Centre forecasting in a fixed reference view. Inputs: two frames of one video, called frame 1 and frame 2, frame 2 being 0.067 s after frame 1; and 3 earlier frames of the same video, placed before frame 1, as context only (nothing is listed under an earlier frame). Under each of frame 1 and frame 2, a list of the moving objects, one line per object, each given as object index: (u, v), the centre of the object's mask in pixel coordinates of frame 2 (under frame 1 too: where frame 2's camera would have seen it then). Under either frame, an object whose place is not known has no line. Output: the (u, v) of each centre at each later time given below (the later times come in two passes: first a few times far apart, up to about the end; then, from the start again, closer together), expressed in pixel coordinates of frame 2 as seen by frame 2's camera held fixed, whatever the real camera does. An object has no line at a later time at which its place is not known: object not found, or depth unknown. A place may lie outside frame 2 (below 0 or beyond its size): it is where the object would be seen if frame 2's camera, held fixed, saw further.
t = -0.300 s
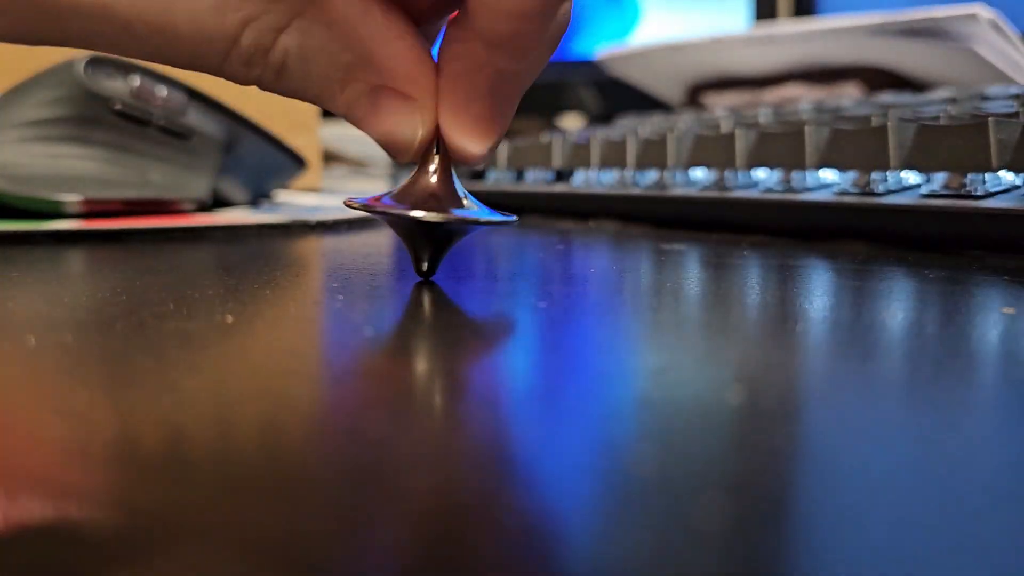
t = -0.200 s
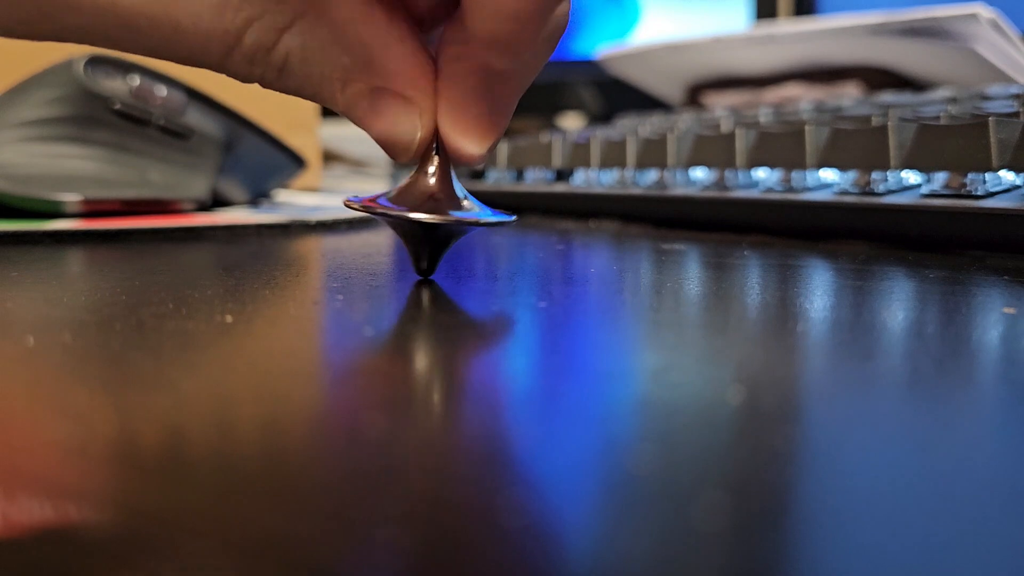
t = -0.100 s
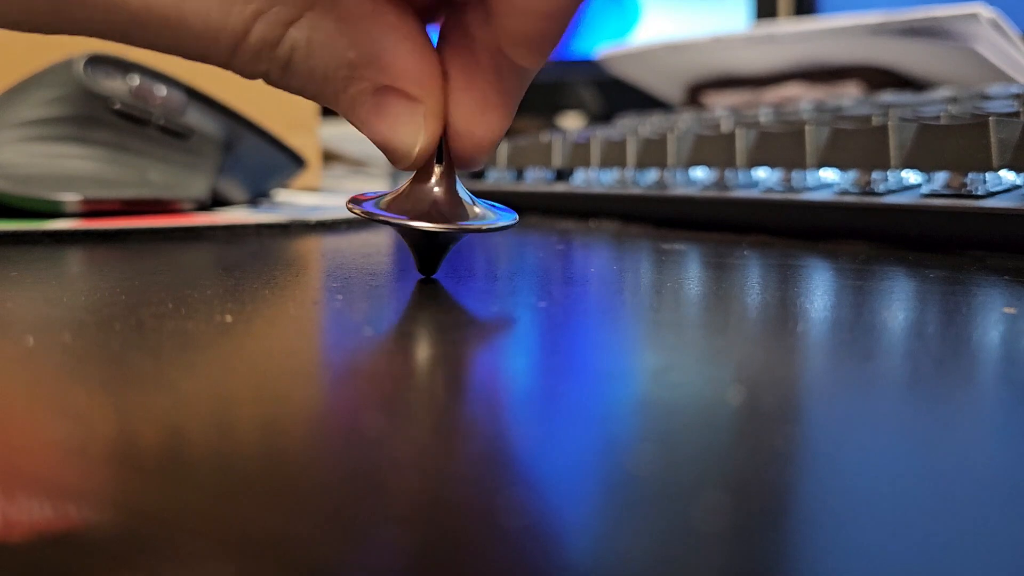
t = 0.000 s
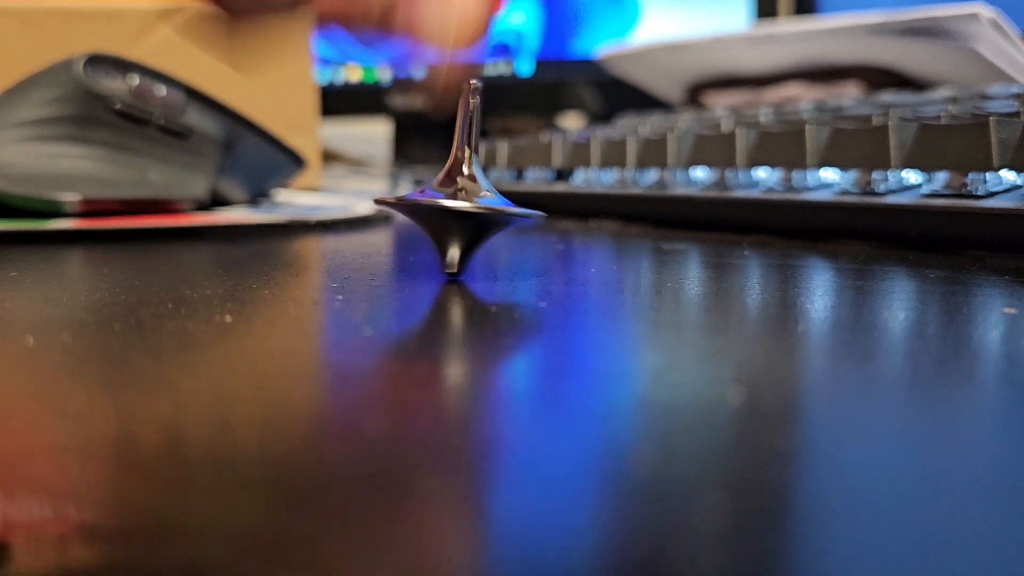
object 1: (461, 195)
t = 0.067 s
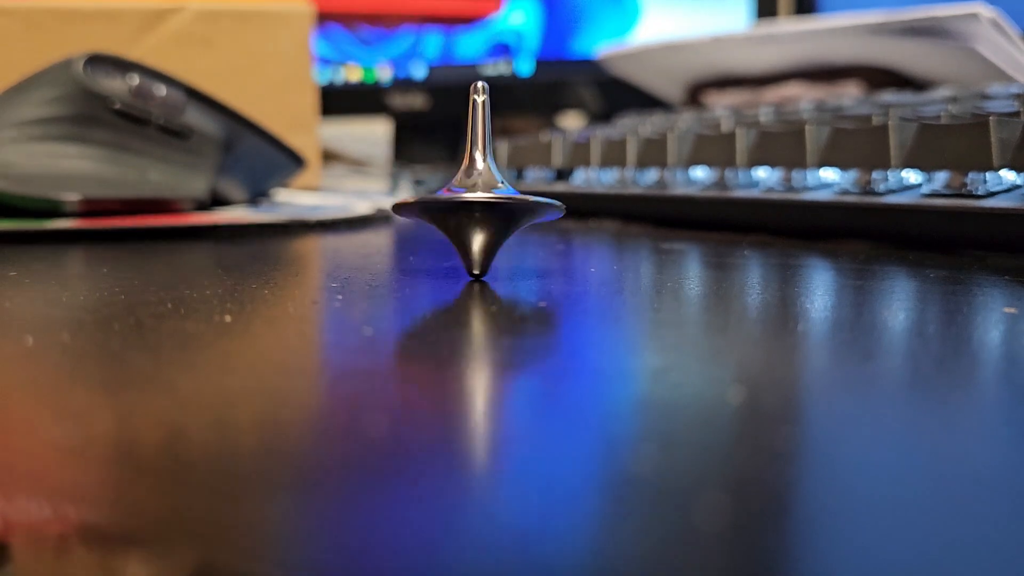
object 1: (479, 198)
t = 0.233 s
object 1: (502, 196)
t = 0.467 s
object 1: (477, 195)
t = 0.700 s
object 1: (473, 196)
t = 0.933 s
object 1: (496, 195)
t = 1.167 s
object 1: (468, 194)
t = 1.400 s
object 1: (475, 196)
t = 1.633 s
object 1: (486, 194)
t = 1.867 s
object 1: (461, 194)
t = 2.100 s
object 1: (474, 195)
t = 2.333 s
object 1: (481, 194)
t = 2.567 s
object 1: (463, 194)
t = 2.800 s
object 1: (477, 194)
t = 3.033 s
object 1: (471, 194)
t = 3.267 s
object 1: (455, 194)
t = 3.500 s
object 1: (466, 194)
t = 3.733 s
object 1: (459, 193)
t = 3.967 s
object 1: (452, 194)
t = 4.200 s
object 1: (464, 193)
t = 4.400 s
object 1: (453, 193)
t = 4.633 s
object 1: (447, 194)
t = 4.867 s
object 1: (457, 193)
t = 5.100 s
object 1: (447, 193)
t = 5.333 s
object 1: (444, 194)
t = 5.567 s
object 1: (450, 193)
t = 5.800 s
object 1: (448, 192)
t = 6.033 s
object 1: (456, 194)
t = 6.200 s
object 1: (461, 193)
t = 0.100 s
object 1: (485, 197)
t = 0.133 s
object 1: (491, 197)
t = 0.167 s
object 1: (497, 196)
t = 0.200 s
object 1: (500, 196)
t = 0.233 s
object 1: (502, 196)
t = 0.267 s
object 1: (502, 195)
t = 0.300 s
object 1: (501, 195)
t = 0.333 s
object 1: (497, 195)
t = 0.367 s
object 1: (493, 195)
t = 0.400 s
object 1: (488, 195)
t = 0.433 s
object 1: (482, 195)
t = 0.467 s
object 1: (477, 195)
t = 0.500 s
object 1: (472, 195)
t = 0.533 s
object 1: (468, 195)
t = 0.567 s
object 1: (465, 195)
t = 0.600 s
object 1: (465, 195)
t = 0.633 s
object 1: (467, 196)
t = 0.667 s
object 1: (469, 197)
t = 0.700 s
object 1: (473, 196)
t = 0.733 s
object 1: (479, 197)
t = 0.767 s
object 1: (484, 197)
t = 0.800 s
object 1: (488, 196)
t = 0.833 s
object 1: (492, 195)
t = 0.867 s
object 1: (495, 195)
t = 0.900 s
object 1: (496, 195)
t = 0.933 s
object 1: (496, 195)
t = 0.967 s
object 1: (494, 195)
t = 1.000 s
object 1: (491, 195)
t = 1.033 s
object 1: (487, 195)
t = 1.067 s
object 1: (482, 194)
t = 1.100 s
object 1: (477, 194)
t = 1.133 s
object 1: (472, 194)
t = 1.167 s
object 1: (468, 194)
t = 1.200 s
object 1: (465, 194)
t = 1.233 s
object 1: (464, 194)
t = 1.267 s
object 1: (464, 195)
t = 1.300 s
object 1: (465, 195)
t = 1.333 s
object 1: (467, 196)
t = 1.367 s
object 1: (470, 196)
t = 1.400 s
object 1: (475, 196)
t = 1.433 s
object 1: (479, 196)
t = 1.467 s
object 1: (483, 195)
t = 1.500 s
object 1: (486, 195)
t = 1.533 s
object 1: (487, 195)
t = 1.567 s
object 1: (488, 194)
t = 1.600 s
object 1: (488, 194)
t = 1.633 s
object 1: (486, 194)
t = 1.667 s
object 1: (483, 194)
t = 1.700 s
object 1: (479, 194)
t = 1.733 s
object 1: (475, 194)
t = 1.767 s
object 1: (472, 194)
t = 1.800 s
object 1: (468, 193)
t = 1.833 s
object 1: (464, 194)
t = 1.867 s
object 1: (461, 194)
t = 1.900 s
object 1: (461, 194)
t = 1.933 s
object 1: (460, 195)
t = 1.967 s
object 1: (461, 195)
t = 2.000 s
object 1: (463, 195)
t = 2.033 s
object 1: (467, 195)
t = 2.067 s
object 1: (470, 195)
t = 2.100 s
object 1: (474, 195)
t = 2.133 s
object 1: (477, 195)
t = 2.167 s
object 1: (480, 195)
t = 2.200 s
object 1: (482, 194)
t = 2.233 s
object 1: (484, 194)
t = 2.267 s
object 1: (484, 194)
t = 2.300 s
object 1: (483, 194)
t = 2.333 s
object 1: (481, 194)
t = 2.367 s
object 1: (478, 194)
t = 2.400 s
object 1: (475, 194)
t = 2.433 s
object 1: (473, 194)
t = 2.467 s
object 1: (469, 193)
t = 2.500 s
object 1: (466, 194)
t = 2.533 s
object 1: (464, 194)
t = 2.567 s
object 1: (463, 194)
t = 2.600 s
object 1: (463, 194)
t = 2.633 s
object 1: (463, 195)
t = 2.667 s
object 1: (466, 195)
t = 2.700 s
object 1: (468, 195)
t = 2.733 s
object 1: (471, 195)
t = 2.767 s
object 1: (473, 195)
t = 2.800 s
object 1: (477, 194)
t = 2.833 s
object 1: (477, 195)
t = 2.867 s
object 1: (476, 194)
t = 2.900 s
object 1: (477, 194)
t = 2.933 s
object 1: (477, 194)
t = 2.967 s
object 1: (476, 194)
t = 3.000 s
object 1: (474, 194)
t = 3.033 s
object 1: (471, 194)
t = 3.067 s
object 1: (467, 194)
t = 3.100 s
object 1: (464, 194)
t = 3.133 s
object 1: (461, 194)
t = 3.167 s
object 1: (459, 194)
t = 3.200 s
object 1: (456, 194)
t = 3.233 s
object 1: (456, 194)
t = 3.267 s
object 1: (455, 194)
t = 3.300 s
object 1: (456, 194)
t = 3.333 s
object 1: (457, 194)
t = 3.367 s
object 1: (459, 194)
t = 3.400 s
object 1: (461, 195)
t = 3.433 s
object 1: (463, 195)
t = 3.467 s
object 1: (465, 194)
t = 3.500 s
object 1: (466, 194)
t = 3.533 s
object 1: (467, 194)
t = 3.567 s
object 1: (468, 194)
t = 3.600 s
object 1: (467, 194)
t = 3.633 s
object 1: (466, 193)
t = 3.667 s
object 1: (465, 193)
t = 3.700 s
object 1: (462, 193)
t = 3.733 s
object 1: (459, 193)
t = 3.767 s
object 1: (456, 193)
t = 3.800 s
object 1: (455, 193)
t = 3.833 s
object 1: (453, 193)
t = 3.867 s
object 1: (451, 194)
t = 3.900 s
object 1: (451, 193)
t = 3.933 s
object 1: (451, 194)
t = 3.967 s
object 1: (452, 194)
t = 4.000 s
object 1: (454, 194)
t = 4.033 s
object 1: (456, 194)
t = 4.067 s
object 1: (459, 194)
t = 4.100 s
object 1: (461, 194)
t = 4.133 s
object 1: (462, 194)
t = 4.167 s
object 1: (463, 193)
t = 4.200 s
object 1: (464, 193)
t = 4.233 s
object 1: (463, 193)
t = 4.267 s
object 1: (461, 193)
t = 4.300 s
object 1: (460, 193)
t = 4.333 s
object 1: (458, 193)
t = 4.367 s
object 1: (456, 193)
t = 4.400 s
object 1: (453, 193)
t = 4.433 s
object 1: (450, 193)
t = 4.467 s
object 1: (449, 193)
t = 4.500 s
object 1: (447, 193)
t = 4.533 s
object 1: (446, 193)
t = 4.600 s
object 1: (447, 194)
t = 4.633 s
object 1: (447, 194)
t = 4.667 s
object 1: (448, 194)
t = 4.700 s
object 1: (451, 194)
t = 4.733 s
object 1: (453, 194)
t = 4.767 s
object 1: (454, 194)
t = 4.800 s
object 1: (456, 194)
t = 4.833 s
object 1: (456, 194)
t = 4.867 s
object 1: (457, 193)
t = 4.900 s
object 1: (458, 193)
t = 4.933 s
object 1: (457, 193)
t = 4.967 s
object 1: (455, 193)
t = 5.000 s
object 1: (454, 193)
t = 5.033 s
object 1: (452, 193)
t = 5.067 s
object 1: (450, 193)
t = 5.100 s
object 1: (447, 193)
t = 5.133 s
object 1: (445, 193)
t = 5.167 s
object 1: (445, 193)
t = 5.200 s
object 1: (444, 193)
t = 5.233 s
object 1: (442, 193)
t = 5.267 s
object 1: (442, 193)
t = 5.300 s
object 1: (444, 193)
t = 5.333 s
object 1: (444, 194)
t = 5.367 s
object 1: (445, 194)
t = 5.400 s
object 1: (448, 194)
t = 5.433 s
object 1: (449, 194)
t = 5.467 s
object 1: (449, 194)
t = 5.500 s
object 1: (449, 194)
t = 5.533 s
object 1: (449, 193)
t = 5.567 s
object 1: (450, 193)
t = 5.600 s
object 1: (451, 193)
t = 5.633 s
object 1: (450, 193)
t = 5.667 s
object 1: (449, 193)
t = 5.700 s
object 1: (448, 193)
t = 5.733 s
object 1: (447, 193)
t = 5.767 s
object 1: (447, 192)
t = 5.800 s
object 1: (448, 192)
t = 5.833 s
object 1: (451, 193)
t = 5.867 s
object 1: (453, 193)
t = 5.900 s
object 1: (451, 193)
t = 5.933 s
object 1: (452, 193)
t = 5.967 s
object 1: (454, 193)
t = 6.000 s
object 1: (455, 194)
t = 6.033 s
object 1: (456, 194)
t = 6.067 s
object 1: (458, 194)
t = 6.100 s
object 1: (461, 193)
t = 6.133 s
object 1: (461, 193)
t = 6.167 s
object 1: (461, 193)
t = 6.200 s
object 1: (461, 193)
